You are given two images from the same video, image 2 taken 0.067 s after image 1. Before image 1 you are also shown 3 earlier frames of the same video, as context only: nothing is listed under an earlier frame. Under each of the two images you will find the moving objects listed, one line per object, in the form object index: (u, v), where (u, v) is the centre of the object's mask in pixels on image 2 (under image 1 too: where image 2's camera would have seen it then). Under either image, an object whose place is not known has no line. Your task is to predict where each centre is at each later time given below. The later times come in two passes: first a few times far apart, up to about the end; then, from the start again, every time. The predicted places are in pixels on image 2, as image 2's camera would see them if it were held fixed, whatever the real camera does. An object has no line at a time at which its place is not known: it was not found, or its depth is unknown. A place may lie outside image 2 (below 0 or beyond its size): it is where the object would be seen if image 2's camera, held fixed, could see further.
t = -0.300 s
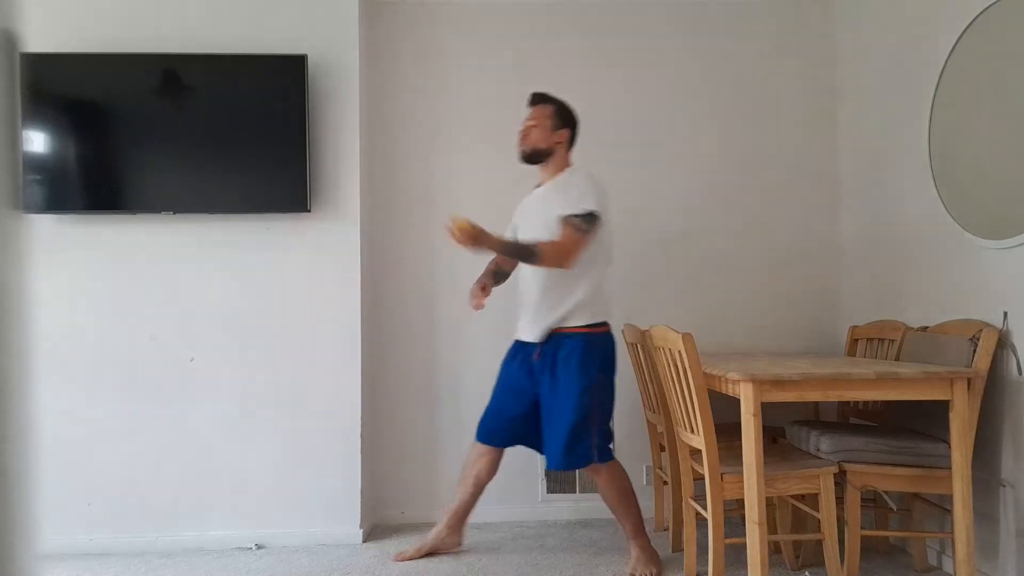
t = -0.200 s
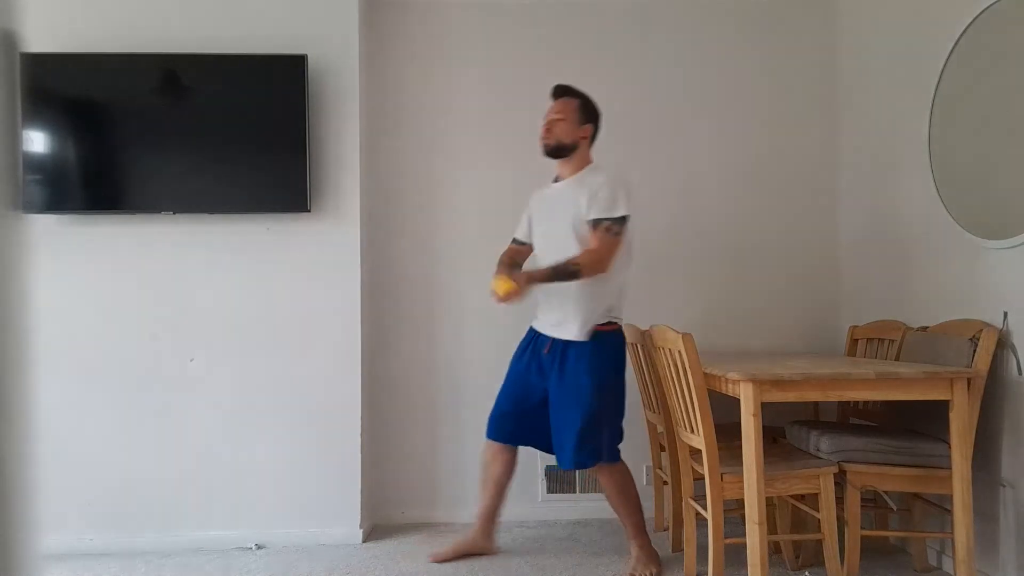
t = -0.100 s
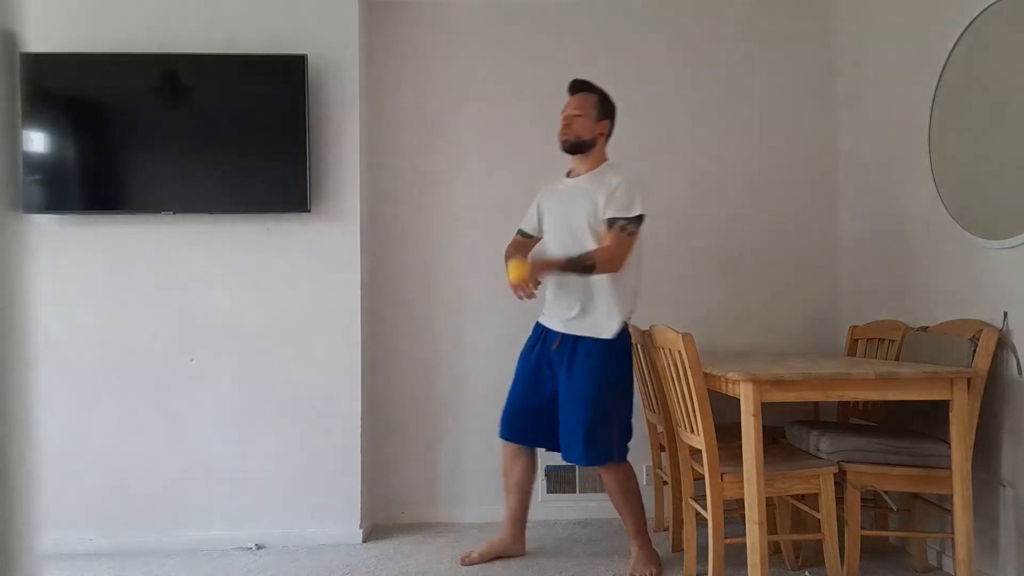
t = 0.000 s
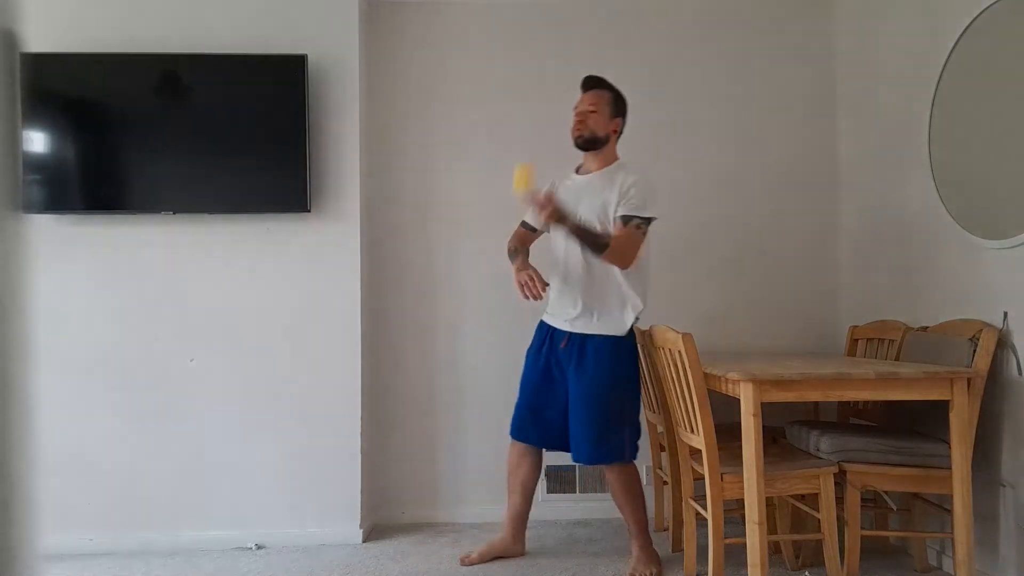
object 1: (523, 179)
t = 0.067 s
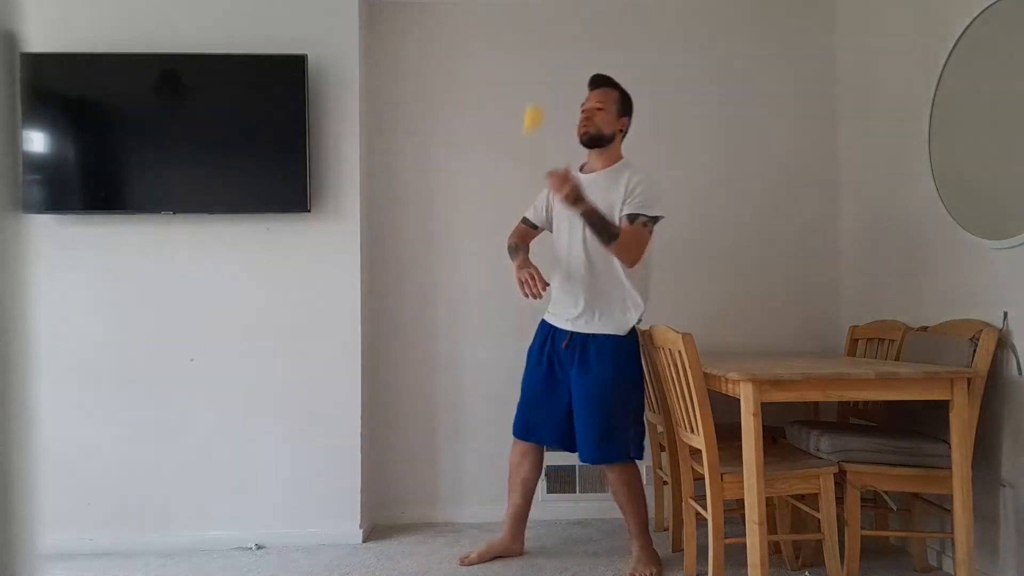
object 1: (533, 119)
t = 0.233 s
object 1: (556, 25)
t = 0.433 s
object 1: (586, 22)
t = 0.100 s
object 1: (538, 93)
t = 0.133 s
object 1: (542, 70)
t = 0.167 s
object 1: (547, 53)
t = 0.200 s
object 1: (551, 37)
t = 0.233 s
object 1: (556, 25)
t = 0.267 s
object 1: (561, 16)
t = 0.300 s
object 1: (567, 11)
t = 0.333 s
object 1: (571, 9)
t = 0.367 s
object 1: (576, 9)
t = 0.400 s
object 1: (581, 14)
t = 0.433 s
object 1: (586, 22)
